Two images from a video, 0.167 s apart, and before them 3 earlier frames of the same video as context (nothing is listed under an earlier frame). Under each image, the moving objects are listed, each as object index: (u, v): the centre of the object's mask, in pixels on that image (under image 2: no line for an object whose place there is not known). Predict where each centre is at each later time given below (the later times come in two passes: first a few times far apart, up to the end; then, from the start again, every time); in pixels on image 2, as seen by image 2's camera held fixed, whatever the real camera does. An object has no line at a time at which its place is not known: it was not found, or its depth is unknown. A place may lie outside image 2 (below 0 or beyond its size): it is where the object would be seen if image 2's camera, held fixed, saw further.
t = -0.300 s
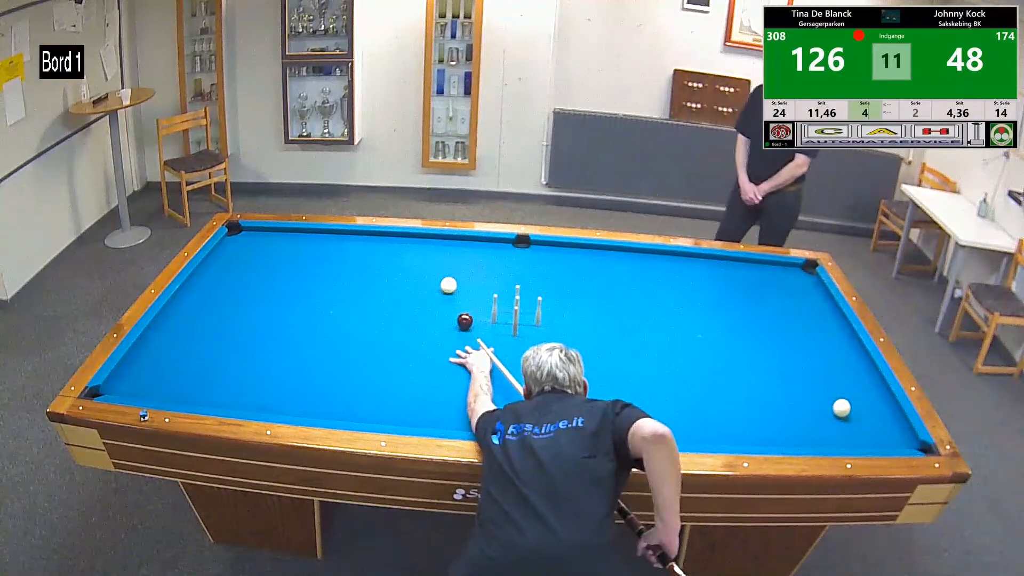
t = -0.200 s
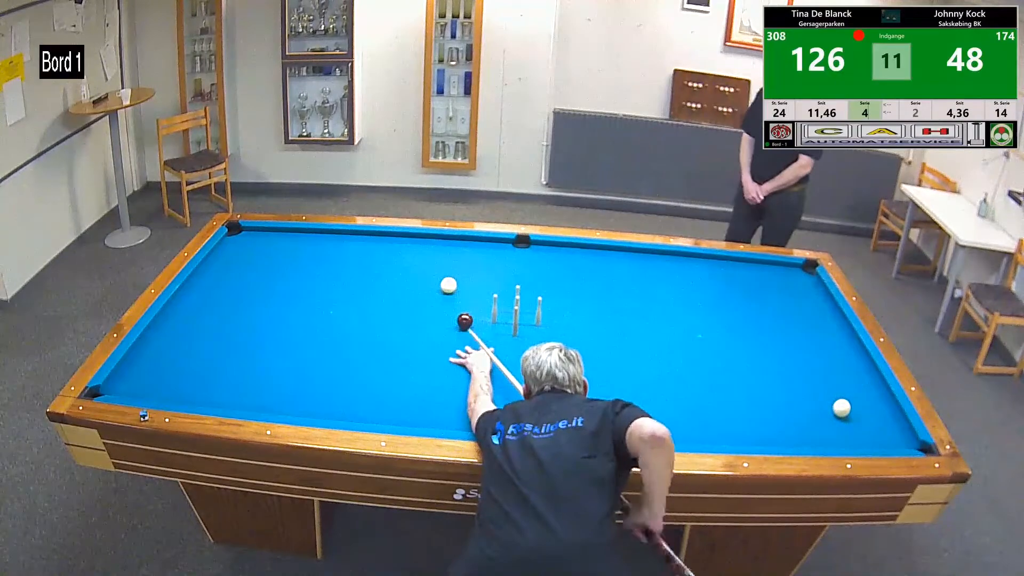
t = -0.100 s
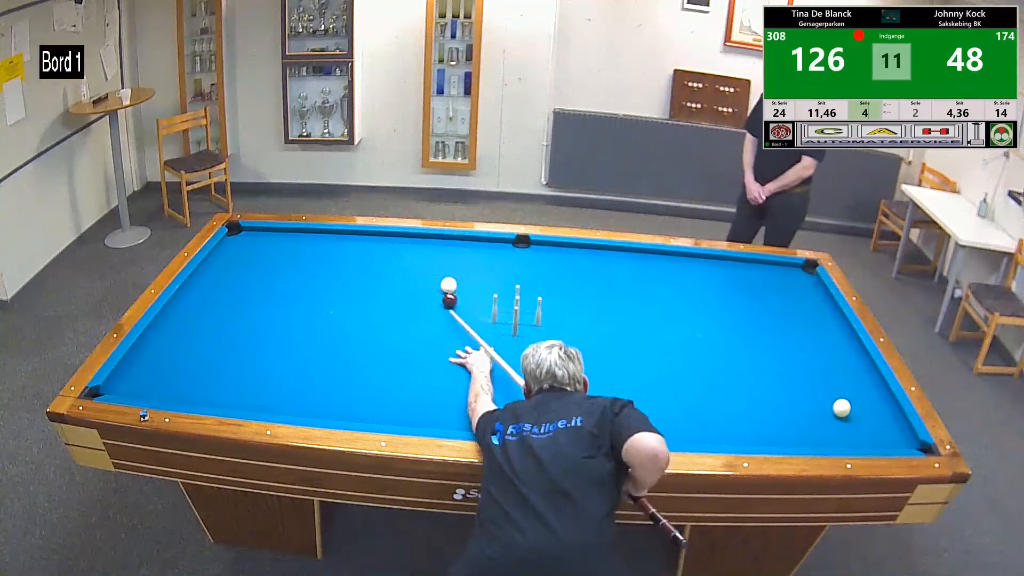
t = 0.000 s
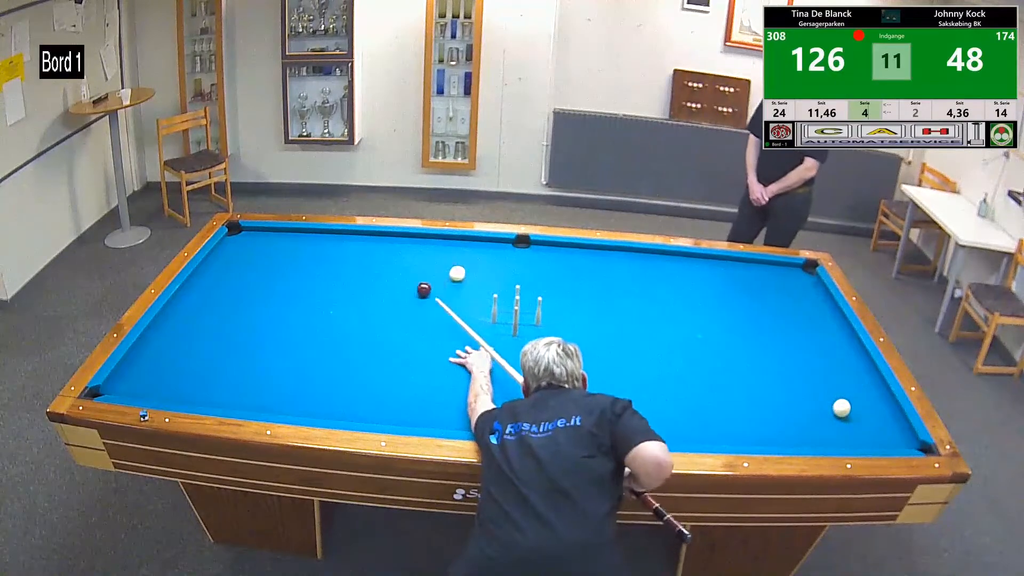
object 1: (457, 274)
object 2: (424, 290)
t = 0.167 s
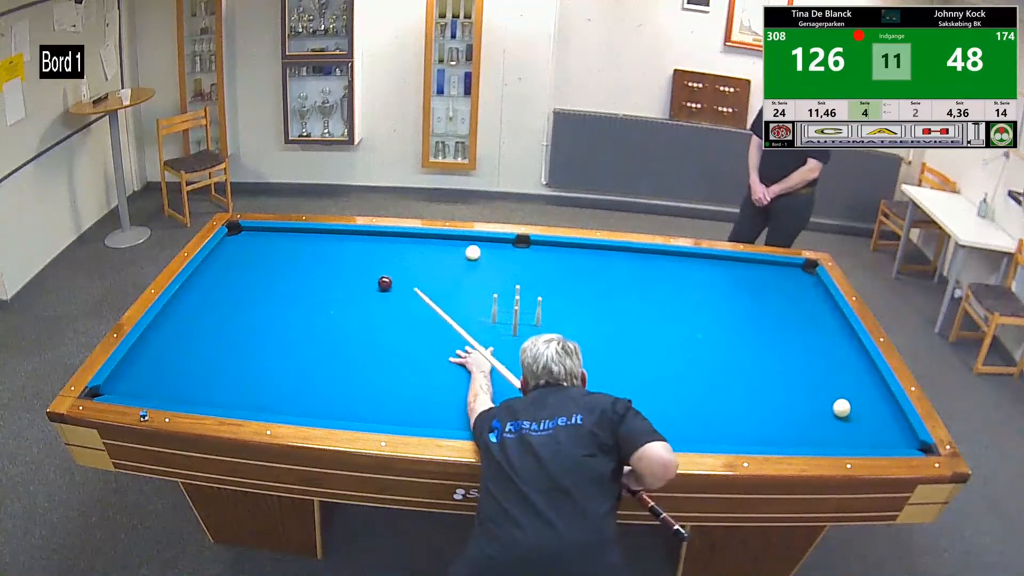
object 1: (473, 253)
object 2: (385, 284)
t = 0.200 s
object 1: (475, 249)
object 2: (378, 283)
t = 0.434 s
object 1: (487, 250)
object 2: (329, 275)
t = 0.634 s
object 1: (495, 264)
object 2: (290, 269)
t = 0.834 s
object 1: (503, 280)
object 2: (255, 264)
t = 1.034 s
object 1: (509, 291)
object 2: (222, 258)
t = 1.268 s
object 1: (522, 314)
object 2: (225, 261)
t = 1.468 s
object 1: (531, 329)
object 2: (241, 266)
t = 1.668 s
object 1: (540, 346)
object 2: (257, 271)
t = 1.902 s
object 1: (552, 367)
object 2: (276, 277)
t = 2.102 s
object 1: (563, 385)
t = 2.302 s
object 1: (574, 404)
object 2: (310, 288)
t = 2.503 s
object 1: (585, 424)
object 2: (327, 293)
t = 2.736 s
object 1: (596, 429)
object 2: (348, 300)
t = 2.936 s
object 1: (600, 418)
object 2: (366, 305)
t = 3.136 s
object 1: (605, 408)
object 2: (383, 311)
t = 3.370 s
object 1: (609, 397)
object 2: (405, 317)
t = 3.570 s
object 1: (613, 389)
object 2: (423, 323)
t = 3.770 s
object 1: (617, 381)
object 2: (441, 328)
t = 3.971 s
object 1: (620, 373)
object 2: (459, 334)
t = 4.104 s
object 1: (622, 368)
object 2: (471, 338)
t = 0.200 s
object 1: (475, 249)
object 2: (378, 283)
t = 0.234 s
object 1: (478, 246)
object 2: (370, 281)
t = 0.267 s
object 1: (481, 242)
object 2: (363, 280)
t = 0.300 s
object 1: (483, 240)
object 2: (357, 279)
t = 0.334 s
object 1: (484, 243)
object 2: (349, 278)
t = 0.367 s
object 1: (485, 246)
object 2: (342, 277)
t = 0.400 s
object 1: (486, 248)
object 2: (335, 276)
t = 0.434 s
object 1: (487, 250)
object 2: (329, 275)
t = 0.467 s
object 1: (488, 253)
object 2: (322, 274)
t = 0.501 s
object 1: (490, 255)
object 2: (316, 273)
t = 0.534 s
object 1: (491, 257)
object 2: (309, 272)
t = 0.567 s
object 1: (492, 260)
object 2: (303, 271)
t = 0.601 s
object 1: (493, 262)
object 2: (297, 270)
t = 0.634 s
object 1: (495, 264)
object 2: (290, 269)
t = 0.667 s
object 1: (496, 267)
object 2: (284, 268)
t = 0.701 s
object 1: (497, 269)
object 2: (278, 267)
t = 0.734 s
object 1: (499, 272)
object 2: (272, 266)
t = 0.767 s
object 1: (500, 274)
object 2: (266, 265)
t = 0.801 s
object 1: (501, 277)
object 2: (261, 264)
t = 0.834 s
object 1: (503, 280)
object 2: (255, 264)
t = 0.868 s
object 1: (504, 282)
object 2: (249, 263)
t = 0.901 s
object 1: (505, 285)
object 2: (243, 262)
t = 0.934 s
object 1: (507, 287)
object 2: (238, 261)
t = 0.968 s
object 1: (508, 290)
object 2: (232, 260)
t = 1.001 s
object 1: (509, 292)
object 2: (227, 259)
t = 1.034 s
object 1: (509, 291)
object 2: (222, 258)
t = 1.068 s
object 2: (216, 258)
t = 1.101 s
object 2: (211, 257)
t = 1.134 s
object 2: (214, 257)
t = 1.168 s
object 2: (217, 259)
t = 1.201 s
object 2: (220, 260)
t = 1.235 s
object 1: (523, 311)
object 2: (223, 260)
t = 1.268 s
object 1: (522, 314)
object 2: (225, 261)
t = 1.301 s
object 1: (524, 317)
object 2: (228, 262)
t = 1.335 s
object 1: (525, 320)
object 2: (231, 263)
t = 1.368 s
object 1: (526, 321)
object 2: (233, 263)
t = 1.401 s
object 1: (528, 322)
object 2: (236, 264)
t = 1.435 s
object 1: (530, 325)
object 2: (239, 265)
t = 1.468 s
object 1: (531, 329)
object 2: (241, 266)
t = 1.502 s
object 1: (532, 333)
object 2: (245, 266)
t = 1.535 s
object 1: (534, 335)
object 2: (247, 268)
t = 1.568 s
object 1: (536, 338)
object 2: (249, 268)
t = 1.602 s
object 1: (537, 341)
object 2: (252, 269)
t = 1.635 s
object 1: (539, 344)
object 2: (254, 270)
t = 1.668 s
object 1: (540, 346)
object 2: (257, 271)
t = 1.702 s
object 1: (542, 349)
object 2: (260, 272)
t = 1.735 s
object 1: (543, 352)
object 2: (263, 273)
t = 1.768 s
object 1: (545, 355)
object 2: (265, 274)
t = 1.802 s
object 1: (547, 357)
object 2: (268, 274)
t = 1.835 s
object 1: (548, 360)
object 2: (271, 275)
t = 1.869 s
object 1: (551, 364)
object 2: (273, 276)
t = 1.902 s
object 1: (552, 367)
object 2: (276, 277)
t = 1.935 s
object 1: (554, 370)
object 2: (277, 278)
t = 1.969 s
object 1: (556, 373)
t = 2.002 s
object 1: (558, 376)
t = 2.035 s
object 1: (559, 379)
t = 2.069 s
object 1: (561, 382)
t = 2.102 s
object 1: (563, 385)
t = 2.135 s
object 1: (565, 388)
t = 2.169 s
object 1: (567, 391)
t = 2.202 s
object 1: (568, 394)
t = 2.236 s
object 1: (570, 397)
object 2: (306, 286)
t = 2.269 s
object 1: (572, 401)
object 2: (307, 287)
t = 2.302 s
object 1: (574, 404)
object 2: (310, 288)
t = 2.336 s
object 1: (576, 407)
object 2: (313, 289)
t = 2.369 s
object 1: (578, 410)
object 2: (316, 289)
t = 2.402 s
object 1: (580, 414)
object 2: (319, 290)
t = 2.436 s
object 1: (582, 417)
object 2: (322, 291)
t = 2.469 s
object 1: (584, 420)
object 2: (324, 292)
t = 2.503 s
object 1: (585, 424)
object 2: (327, 293)
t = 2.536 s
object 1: (588, 427)
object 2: (330, 294)
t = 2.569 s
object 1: (589, 429)
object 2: (333, 295)
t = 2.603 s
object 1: (592, 432)
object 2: (336, 296)
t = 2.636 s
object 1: (593, 434)
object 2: (339, 297)
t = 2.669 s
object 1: (594, 432)
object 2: (342, 298)
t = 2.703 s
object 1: (595, 431)
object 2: (345, 299)
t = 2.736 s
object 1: (596, 429)
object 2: (348, 300)
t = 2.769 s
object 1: (597, 428)
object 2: (351, 301)
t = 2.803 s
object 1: (597, 426)
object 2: (353, 302)
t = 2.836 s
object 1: (598, 424)
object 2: (357, 302)
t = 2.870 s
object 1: (599, 422)
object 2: (360, 303)
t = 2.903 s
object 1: (600, 420)
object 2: (363, 304)
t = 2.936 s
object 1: (600, 418)
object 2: (366, 305)
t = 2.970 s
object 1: (601, 417)
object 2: (368, 306)
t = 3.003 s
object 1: (602, 415)
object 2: (372, 307)
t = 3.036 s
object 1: (603, 413)
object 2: (374, 308)
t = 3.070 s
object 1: (603, 412)
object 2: (377, 309)
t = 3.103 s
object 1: (604, 410)
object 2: (380, 310)
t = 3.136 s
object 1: (605, 408)
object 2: (383, 311)
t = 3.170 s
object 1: (606, 407)
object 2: (386, 312)
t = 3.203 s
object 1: (606, 405)
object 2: (389, 313)
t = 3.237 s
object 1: (607, 404)
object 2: (392, 314)
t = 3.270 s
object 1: (608, 402)
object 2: (395, 315)
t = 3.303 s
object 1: (608, 400)
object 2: (399, 316)
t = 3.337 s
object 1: (609, 399)
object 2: (401, 316)
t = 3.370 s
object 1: (609, 397)
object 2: (405, 317)
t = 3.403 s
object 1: (610, 396)
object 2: (408, 318)
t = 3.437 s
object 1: (611, 394)
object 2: (410, 319)
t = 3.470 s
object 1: (611, 393)
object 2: (414, 320)
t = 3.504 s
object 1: (612, 391)
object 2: (417, 321)
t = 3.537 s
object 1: (613, 390)
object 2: (419, 322)
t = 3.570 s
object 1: (613, 389)
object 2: (423, 323)
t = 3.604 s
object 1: (614, 387)
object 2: (426, 324)
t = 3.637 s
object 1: (614, 386)
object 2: (429, 325)
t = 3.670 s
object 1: (615, 385)
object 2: (432, 325)
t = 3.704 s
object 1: (616, 383)
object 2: (435, 326)
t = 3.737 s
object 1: (616, 382)
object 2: (438, 327)
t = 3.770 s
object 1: (617, 381)
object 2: (441, 328)
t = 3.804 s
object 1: (617, 379)
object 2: (444, 329)
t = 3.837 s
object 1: (618, 378)
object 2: (447, 330)
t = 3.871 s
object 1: (618, 377)
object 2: (450, 331)
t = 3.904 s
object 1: (619, 376)
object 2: (453, 332)
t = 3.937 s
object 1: (619, 374)
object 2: (456, 334)
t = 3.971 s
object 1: (620, 373)
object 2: (459, 334)
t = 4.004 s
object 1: (620, 372)
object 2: (462, 335)
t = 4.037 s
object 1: (621, 371)
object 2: (465, 336)
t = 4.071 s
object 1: (622, 369)
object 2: (468, 337)
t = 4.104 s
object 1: (622, 368)
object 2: (471, 338)
